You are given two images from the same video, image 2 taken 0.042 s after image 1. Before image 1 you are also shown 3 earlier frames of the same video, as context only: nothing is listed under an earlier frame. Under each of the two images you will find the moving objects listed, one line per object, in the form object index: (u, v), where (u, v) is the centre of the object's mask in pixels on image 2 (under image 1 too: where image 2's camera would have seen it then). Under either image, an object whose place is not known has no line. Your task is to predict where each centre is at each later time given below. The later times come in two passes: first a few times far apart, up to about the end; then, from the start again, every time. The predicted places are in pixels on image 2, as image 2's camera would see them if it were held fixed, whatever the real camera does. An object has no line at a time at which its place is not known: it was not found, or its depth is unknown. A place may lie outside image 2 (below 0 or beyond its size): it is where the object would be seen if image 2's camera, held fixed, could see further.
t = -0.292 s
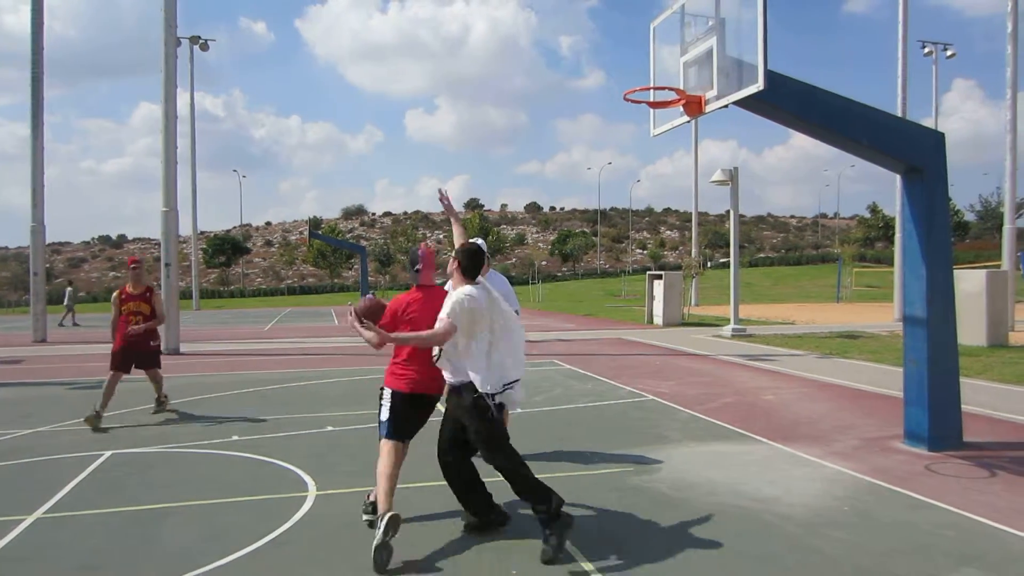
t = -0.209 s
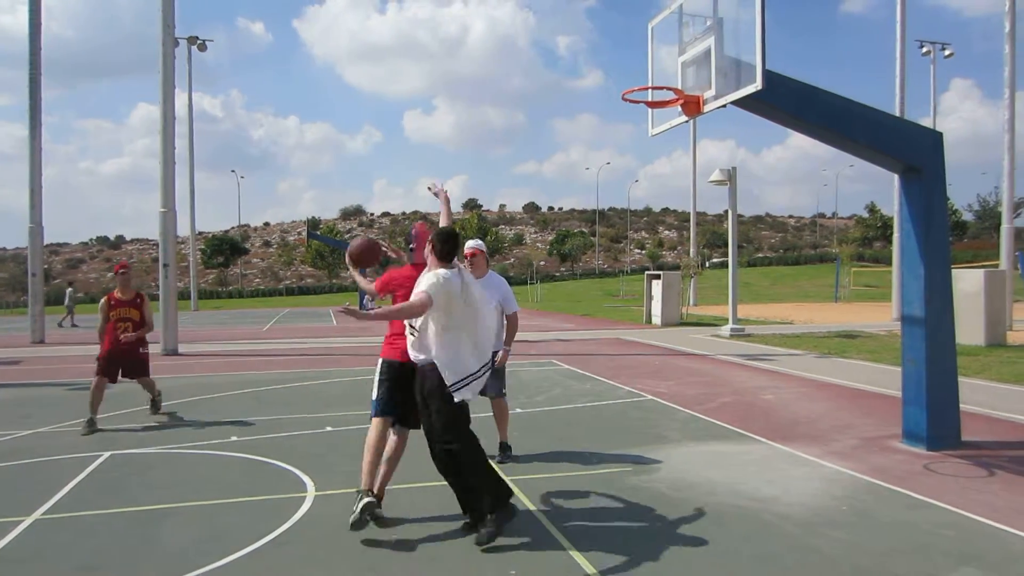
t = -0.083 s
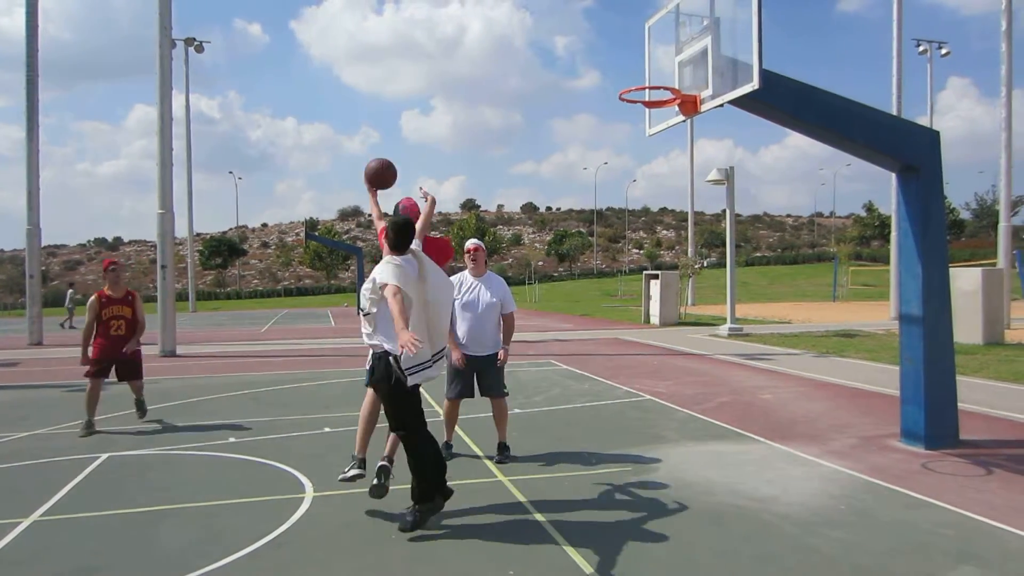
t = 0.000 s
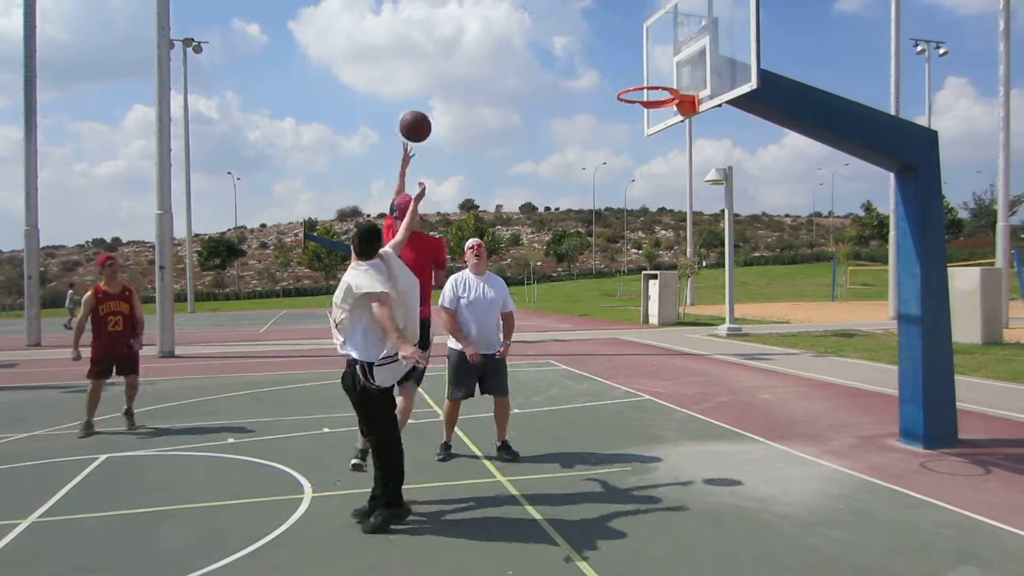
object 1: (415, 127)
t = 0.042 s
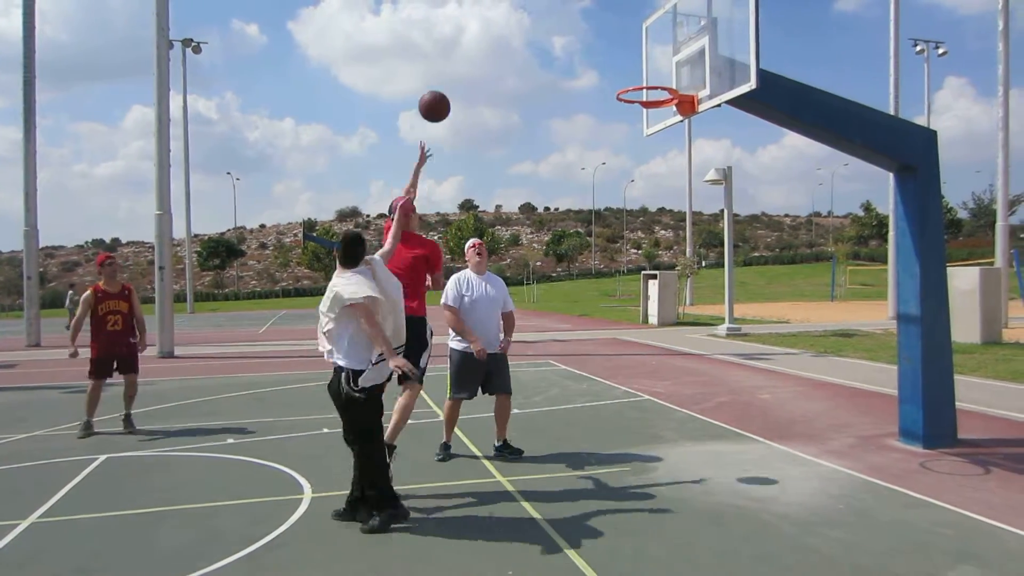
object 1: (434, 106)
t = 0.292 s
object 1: (548, 35)
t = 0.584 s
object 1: (669, 50)
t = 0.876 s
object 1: (607, 63)
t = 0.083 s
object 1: (454, 89)
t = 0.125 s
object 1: (473, 73)
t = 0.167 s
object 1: (492, 61)
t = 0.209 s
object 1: (511, 50)
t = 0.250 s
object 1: (530, 41)
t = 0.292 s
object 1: (548, 35)
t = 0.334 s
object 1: (566, 31)
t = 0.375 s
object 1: (584, 29)
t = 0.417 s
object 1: (602, 29)
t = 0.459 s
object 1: (619, 31)
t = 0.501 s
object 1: (636, 36)
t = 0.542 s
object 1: (653, 42)
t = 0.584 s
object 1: (669, 50)
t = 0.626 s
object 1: (657, 56)
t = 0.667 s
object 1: (643, 64)
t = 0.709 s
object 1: (629, 74)
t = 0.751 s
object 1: (620, 78)
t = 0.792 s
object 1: (616, 71)
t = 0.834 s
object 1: (611, 66)
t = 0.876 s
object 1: (607, 63)
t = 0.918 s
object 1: (602, 61)
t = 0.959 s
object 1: (598, 62)
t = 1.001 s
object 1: (593, 65)
